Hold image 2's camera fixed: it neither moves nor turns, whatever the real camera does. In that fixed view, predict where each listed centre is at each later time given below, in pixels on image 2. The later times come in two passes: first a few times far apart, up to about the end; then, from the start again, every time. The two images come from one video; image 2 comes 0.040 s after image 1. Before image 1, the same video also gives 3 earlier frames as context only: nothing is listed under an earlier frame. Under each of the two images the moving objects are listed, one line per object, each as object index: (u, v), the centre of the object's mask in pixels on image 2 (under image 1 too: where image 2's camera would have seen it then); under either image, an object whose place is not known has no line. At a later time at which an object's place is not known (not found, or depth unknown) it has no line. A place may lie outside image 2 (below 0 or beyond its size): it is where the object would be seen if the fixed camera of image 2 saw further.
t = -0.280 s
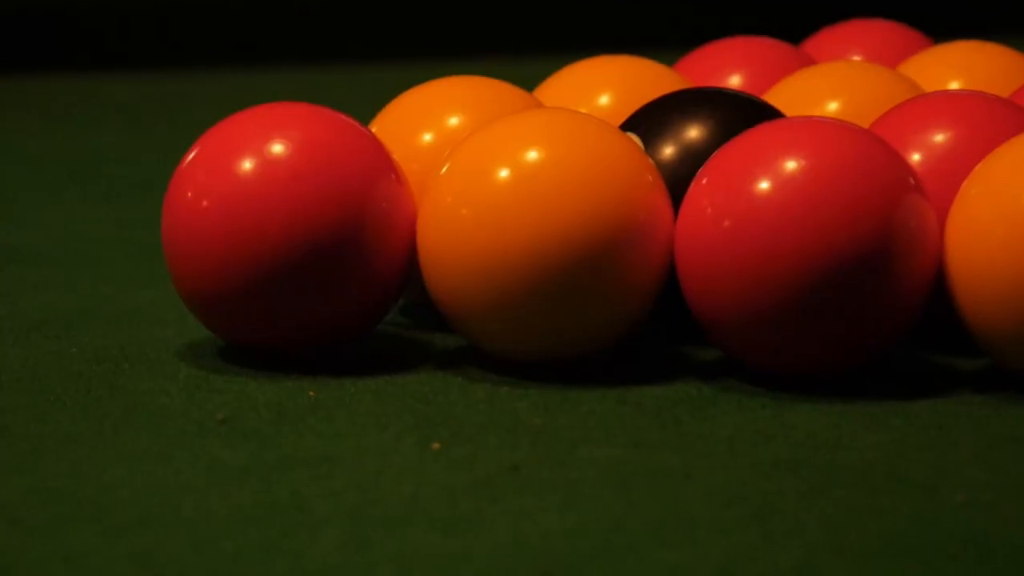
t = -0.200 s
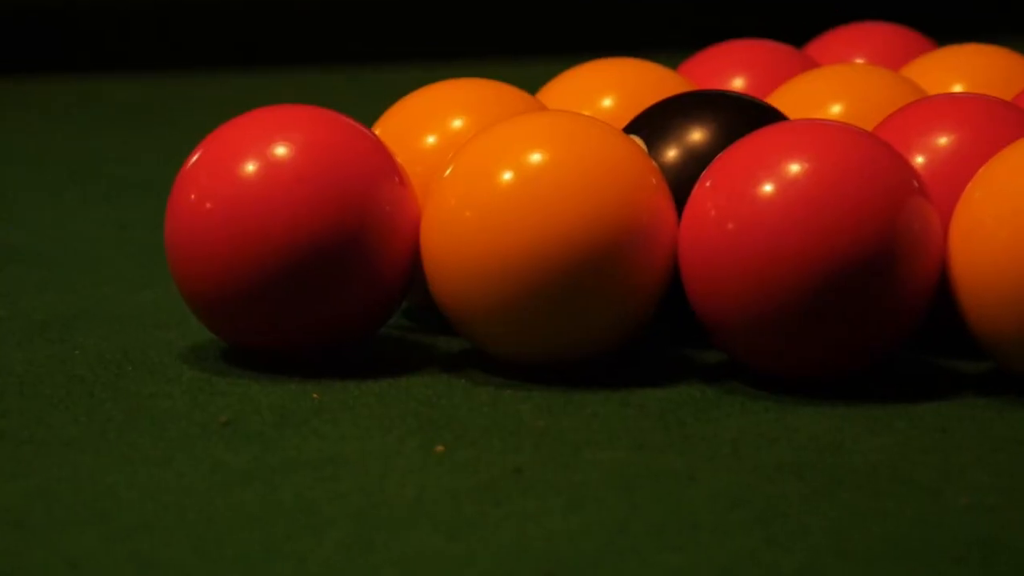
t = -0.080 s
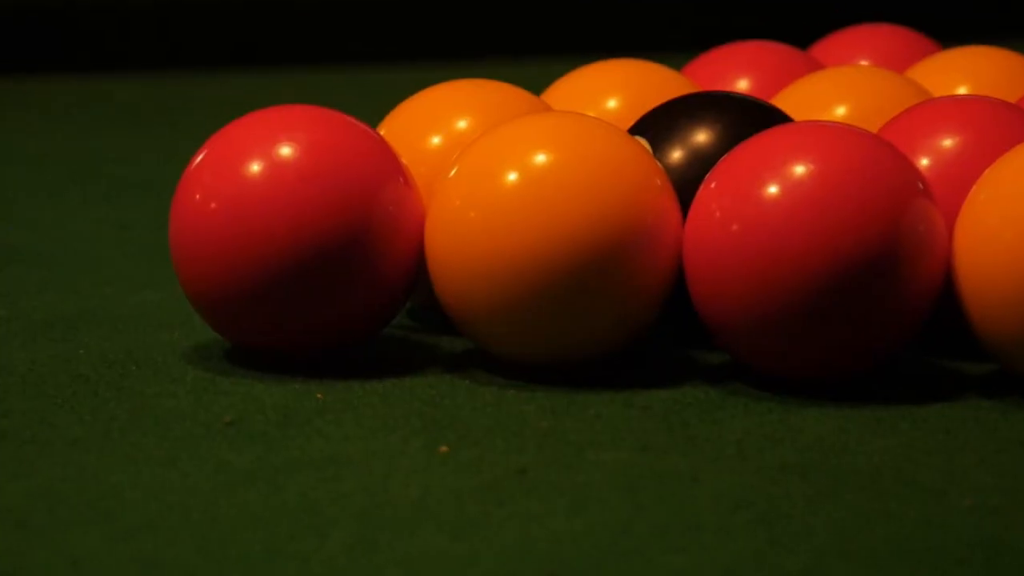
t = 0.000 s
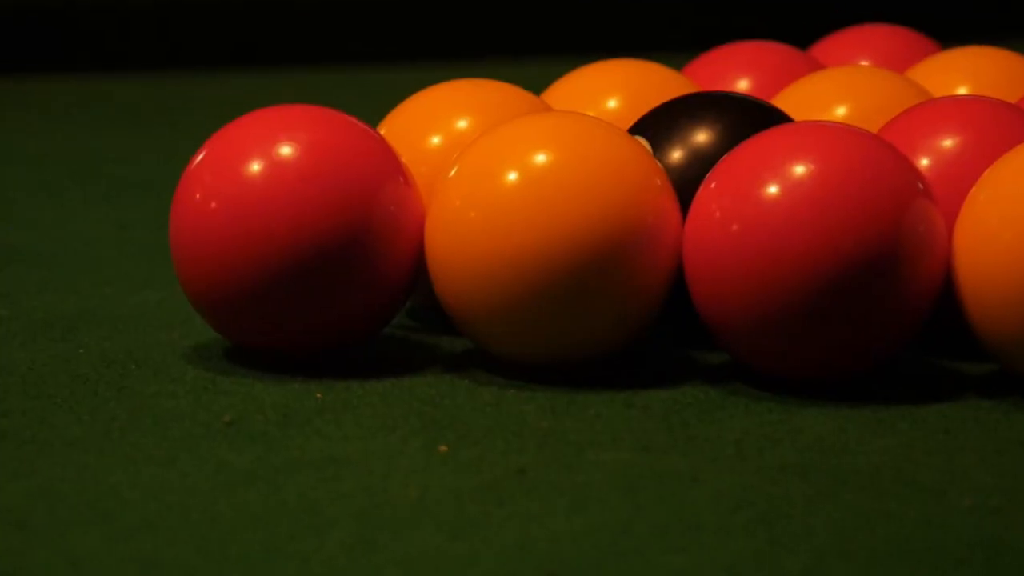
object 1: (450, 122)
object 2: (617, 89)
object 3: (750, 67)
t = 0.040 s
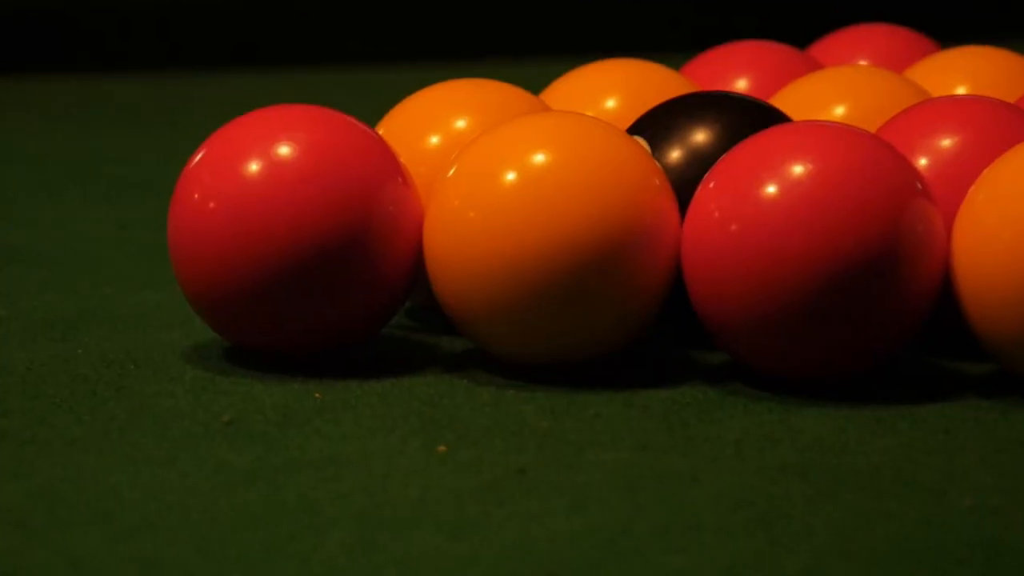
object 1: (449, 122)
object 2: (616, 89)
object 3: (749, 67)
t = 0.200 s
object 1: (449, 122)
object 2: (615, 89)
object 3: (748, 67)
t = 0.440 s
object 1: (358, 179)
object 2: (535, 88)
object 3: (761, 79)
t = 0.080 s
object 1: (449, 123)
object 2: (615, 89)
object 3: (748, 67)
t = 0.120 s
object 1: (449, 123)
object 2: (616, 89)
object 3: (748, 67)
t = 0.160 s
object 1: (449, 122)
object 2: (615, 89)
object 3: (748, 67)
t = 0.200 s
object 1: (449, 122)
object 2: (615, 89)
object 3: (748, 67)
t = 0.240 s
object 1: (449, 123)
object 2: (615, 90)
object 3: (746, 68)
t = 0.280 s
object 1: (448, 122)
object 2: (615, 90)
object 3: (746, 68)
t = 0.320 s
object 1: (448, 123)
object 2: (614, 90)
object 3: (746, 68)
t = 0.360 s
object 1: (448, 122)
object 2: (608, 90)
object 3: (745, 68)
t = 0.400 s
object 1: (399, 134)
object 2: (570, 86)
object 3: (753, 71)
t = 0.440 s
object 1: (358, 179)
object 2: (535, 88)
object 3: (761, 79)
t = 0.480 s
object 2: (503, 91)
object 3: (766, 87)
